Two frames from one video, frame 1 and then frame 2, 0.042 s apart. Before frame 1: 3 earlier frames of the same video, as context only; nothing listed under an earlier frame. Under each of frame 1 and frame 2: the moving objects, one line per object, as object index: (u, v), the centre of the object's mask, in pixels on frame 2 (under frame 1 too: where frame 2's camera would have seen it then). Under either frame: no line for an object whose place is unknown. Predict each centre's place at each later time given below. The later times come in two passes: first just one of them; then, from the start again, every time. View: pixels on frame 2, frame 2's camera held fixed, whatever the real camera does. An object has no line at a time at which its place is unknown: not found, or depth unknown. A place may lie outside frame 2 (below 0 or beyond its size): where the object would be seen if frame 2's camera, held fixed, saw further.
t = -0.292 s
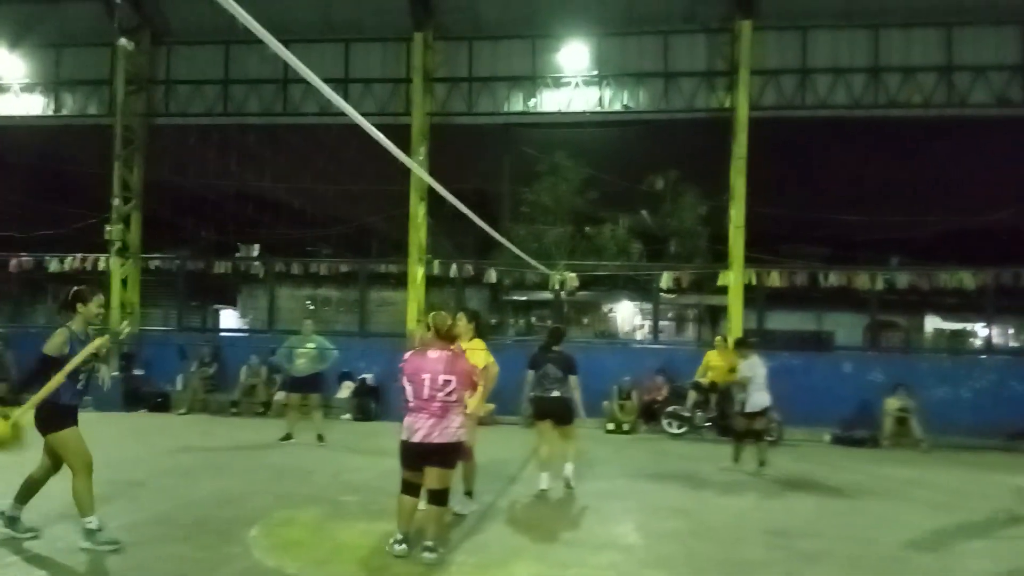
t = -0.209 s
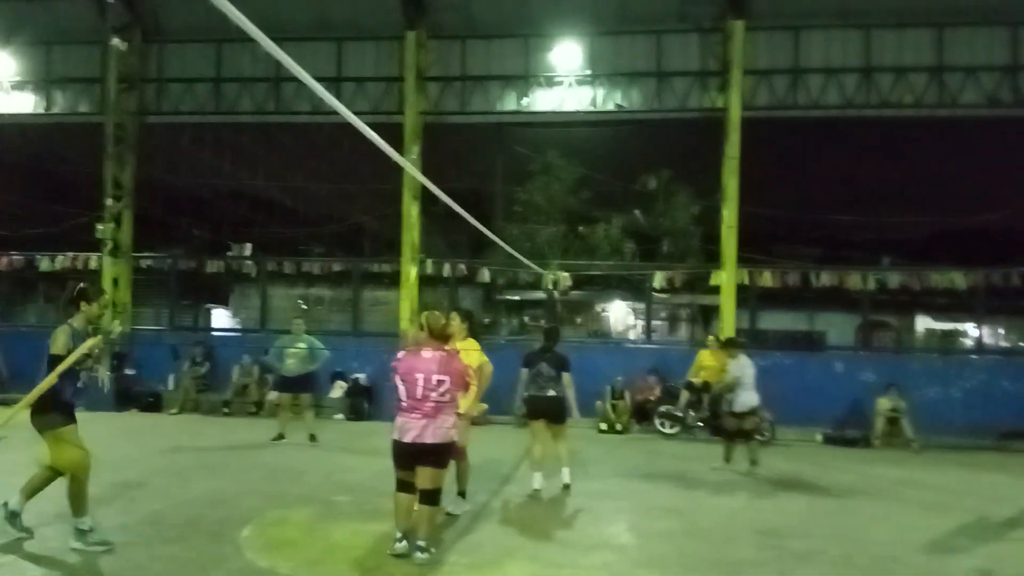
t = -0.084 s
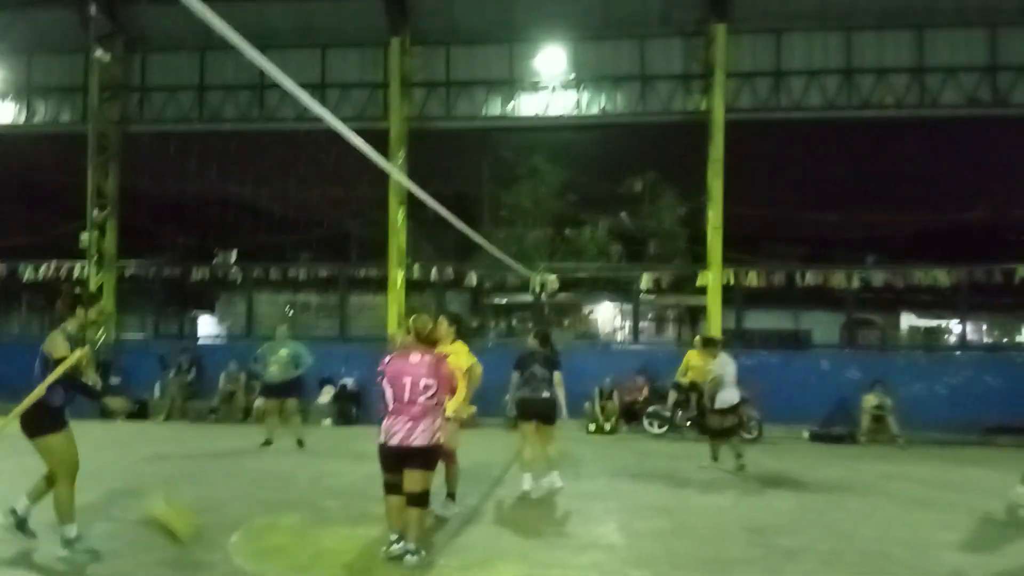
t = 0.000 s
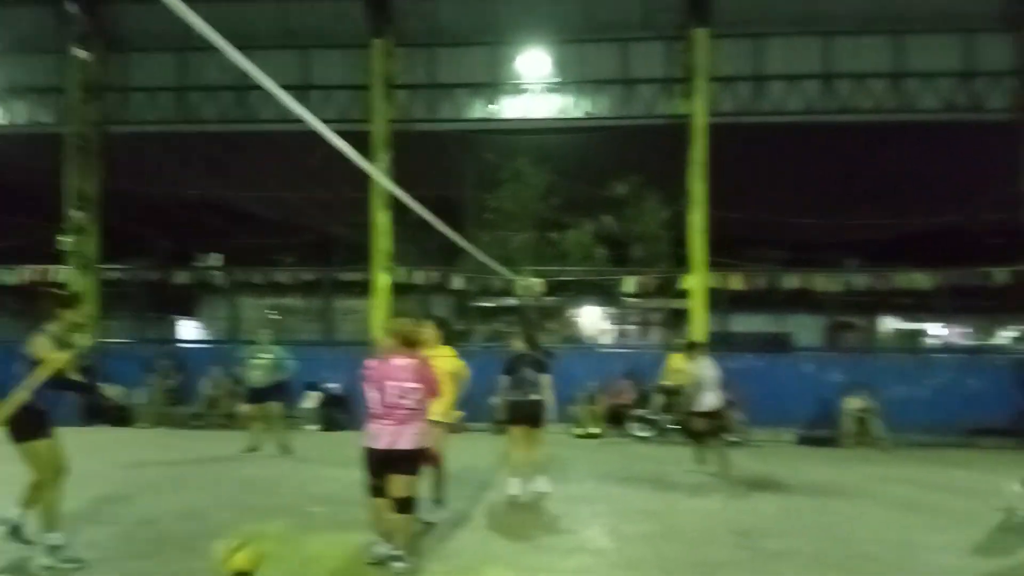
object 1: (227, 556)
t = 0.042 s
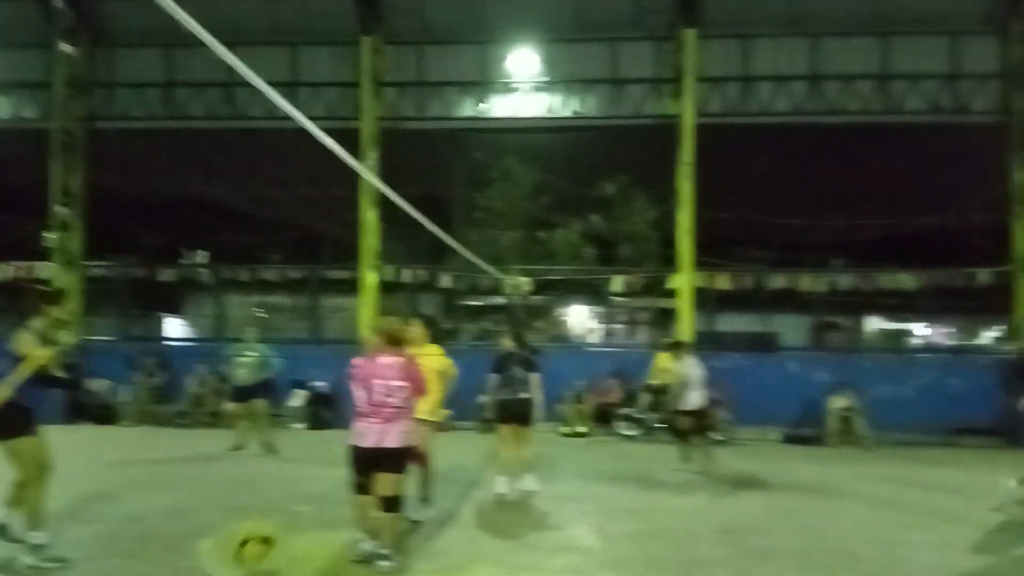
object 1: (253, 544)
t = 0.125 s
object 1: (308, 511)
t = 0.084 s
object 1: (283, 526)
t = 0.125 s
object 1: (308, 511)
